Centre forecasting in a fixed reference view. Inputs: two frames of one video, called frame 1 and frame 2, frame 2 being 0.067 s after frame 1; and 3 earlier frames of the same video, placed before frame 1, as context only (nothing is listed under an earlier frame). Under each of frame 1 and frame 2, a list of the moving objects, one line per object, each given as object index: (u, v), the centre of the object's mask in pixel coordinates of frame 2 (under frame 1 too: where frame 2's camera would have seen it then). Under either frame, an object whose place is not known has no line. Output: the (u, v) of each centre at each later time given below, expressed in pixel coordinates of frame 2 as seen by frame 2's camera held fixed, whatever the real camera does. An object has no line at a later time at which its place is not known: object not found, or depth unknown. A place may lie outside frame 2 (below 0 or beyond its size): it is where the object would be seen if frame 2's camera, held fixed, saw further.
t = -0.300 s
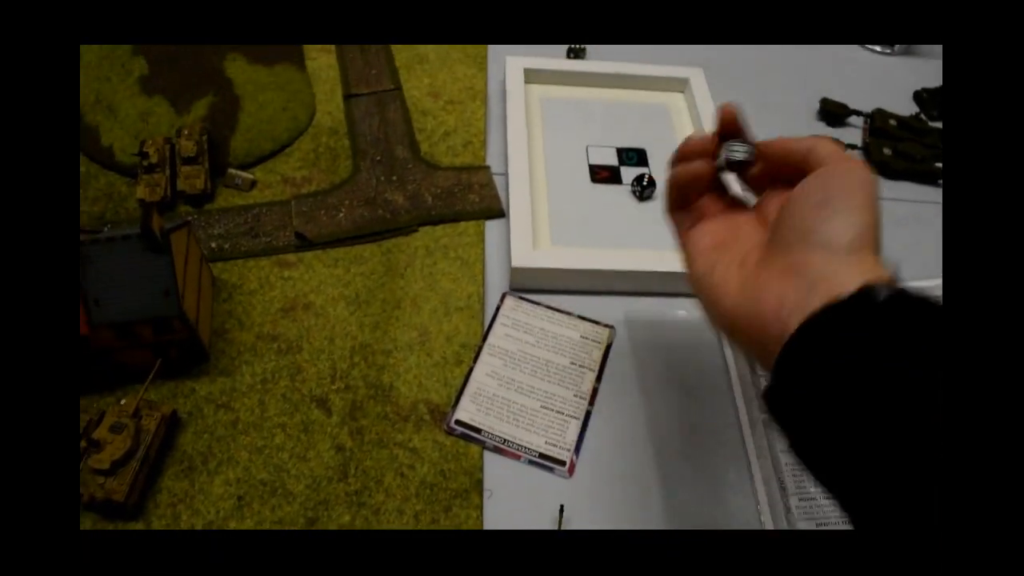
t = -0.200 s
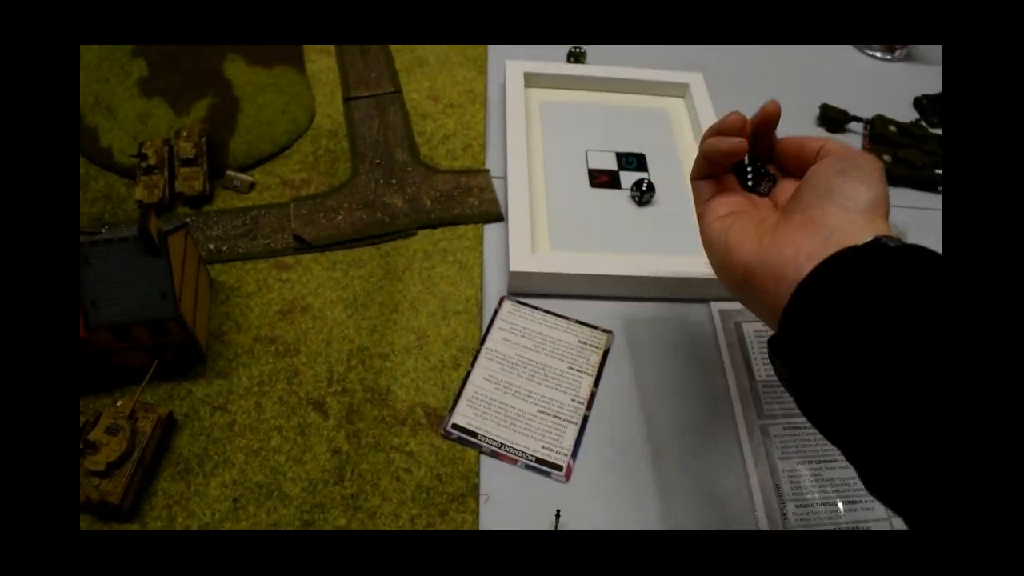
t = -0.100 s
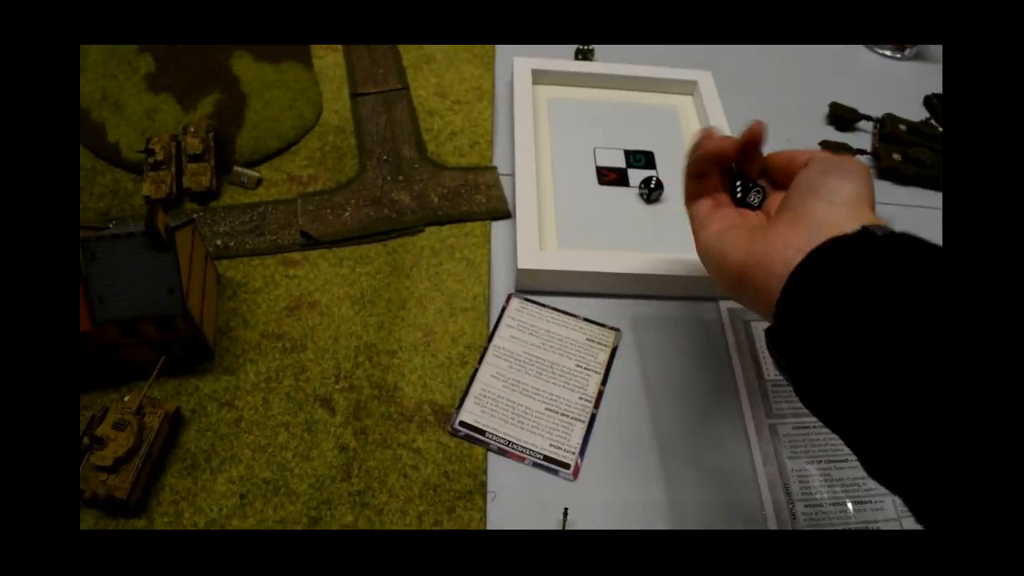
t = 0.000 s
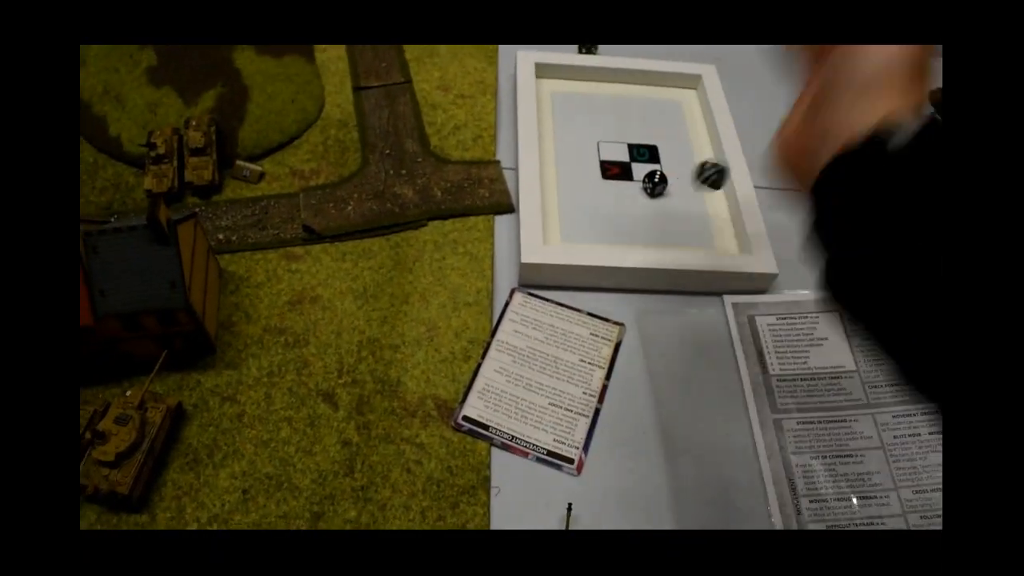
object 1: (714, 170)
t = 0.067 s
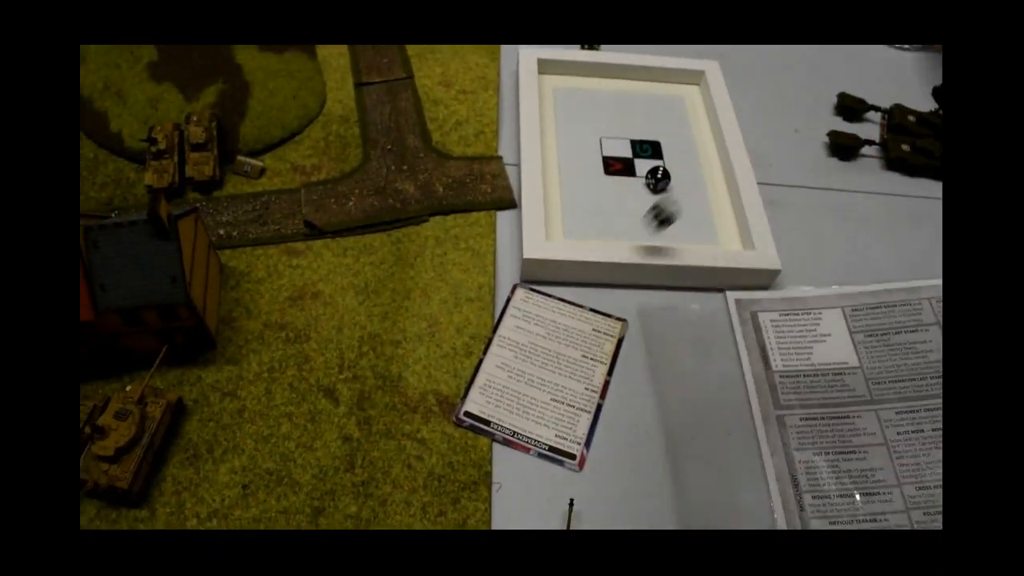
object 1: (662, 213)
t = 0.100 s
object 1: (642, 228)
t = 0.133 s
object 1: (633, 217)
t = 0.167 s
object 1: (621, 217)
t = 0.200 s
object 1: (614, 203)
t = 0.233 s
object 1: (607, 191)
